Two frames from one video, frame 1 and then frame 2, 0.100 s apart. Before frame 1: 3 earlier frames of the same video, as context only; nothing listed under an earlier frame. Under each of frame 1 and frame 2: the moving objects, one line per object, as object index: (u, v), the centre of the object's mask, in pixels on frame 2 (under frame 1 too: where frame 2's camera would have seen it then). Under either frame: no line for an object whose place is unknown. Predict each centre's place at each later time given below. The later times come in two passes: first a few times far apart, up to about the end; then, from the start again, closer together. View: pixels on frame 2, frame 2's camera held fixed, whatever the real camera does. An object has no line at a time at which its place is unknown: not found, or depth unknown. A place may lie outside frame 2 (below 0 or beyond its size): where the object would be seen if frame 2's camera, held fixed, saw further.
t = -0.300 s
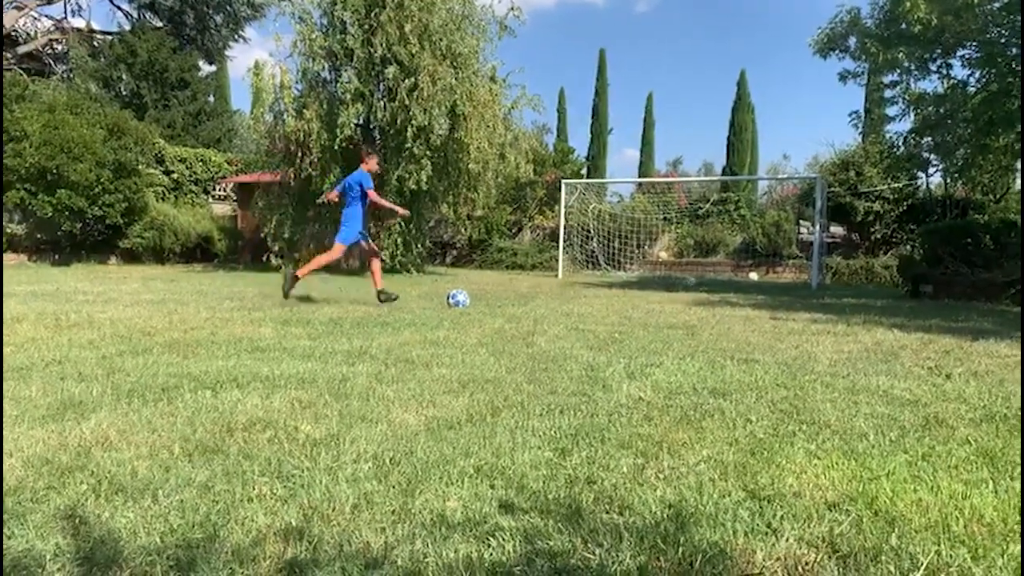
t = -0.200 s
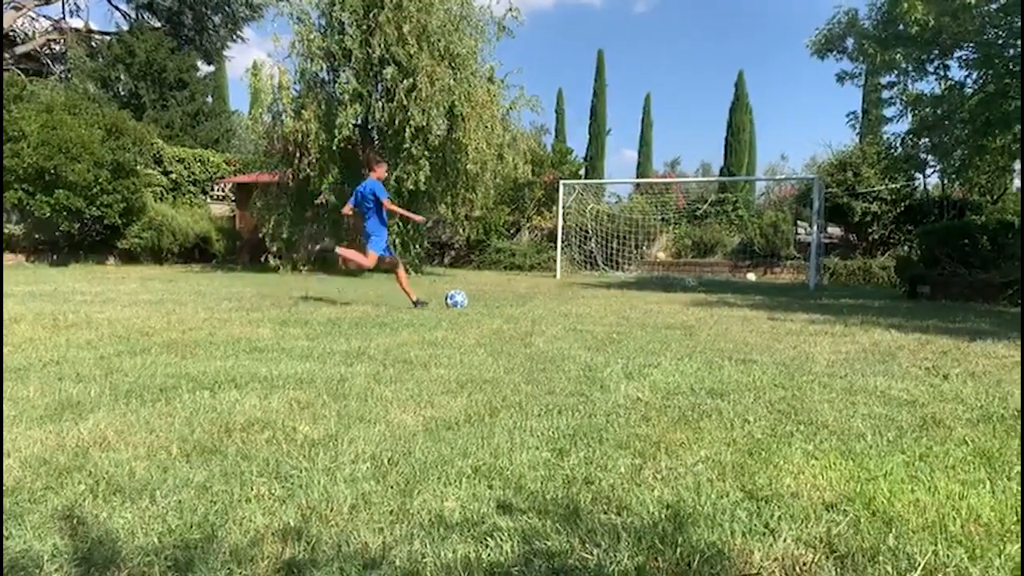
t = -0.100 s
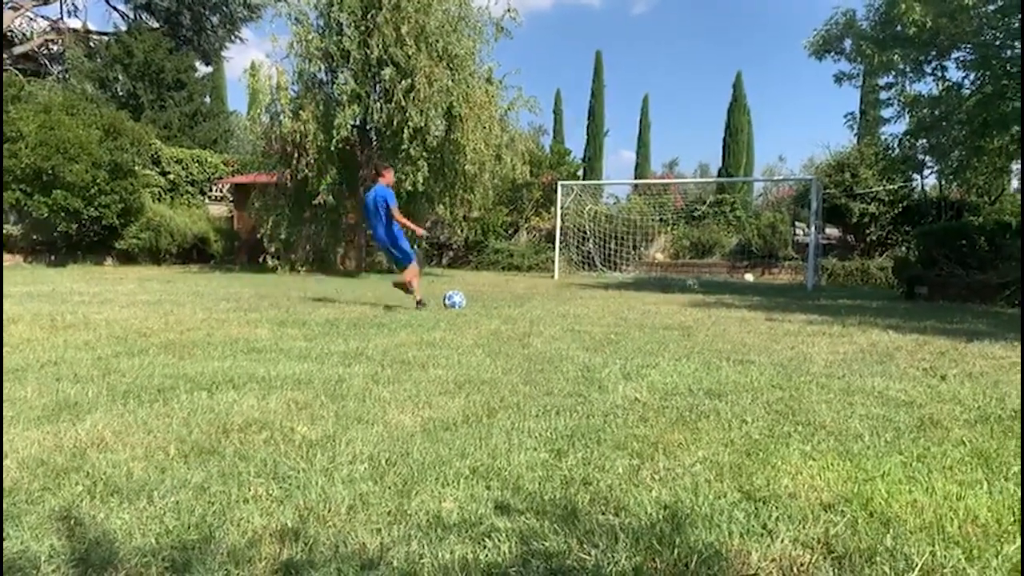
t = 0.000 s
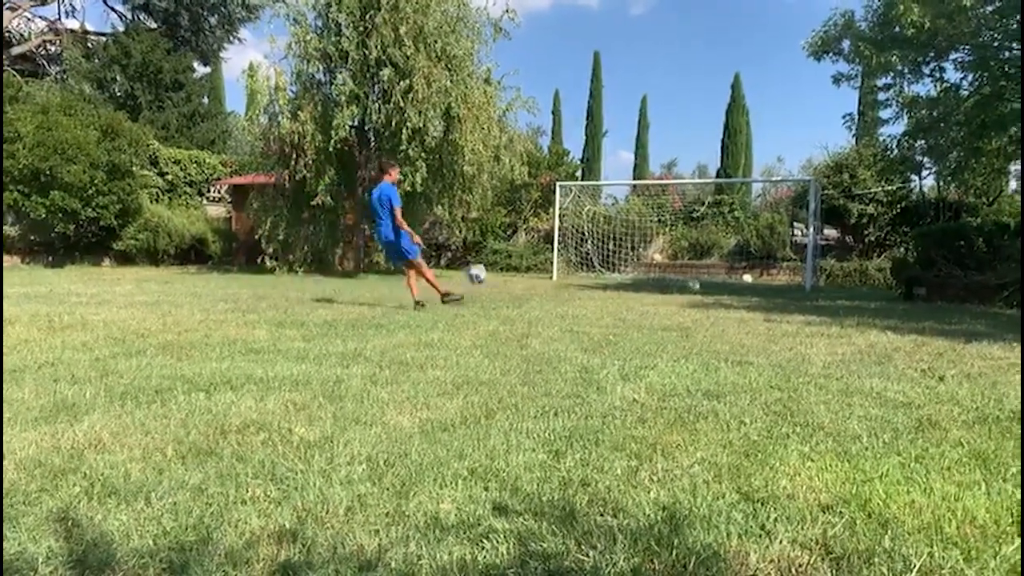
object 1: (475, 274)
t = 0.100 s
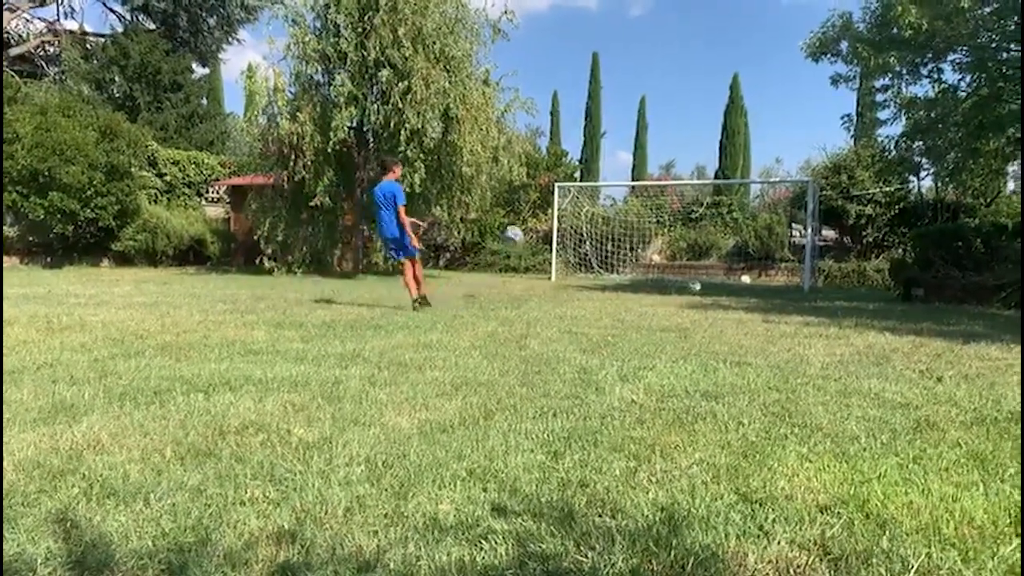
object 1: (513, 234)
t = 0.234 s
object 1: (548, 202)
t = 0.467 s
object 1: (589, 184)
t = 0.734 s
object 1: (616, 202)
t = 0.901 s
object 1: (621, 225)
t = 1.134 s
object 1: (617, 267)
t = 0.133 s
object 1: (523, 223)
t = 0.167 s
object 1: (529, 219)
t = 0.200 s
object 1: (539, 209)
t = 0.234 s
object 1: (548, 202)
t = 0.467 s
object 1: (589, 184)
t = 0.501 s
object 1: (594, 184)
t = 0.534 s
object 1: (596, 185)
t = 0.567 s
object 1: (600, 185)
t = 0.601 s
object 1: (604, 188)
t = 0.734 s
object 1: (616, 202)
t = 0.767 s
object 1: (618, 204)
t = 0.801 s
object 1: (619, 209)
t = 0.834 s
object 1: (621, 214)
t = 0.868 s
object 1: (621, 220)
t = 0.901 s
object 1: (621, 225)
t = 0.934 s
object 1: (621, 231)
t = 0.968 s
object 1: (622, 236)
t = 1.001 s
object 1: (622, 241)
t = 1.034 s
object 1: (620, 248)
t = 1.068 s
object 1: (620, 254)
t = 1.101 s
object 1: (618, 260)
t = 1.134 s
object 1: (617, 267)
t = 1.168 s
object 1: (614, 272)
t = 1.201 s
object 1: (613, 274)
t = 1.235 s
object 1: (613, 271)
